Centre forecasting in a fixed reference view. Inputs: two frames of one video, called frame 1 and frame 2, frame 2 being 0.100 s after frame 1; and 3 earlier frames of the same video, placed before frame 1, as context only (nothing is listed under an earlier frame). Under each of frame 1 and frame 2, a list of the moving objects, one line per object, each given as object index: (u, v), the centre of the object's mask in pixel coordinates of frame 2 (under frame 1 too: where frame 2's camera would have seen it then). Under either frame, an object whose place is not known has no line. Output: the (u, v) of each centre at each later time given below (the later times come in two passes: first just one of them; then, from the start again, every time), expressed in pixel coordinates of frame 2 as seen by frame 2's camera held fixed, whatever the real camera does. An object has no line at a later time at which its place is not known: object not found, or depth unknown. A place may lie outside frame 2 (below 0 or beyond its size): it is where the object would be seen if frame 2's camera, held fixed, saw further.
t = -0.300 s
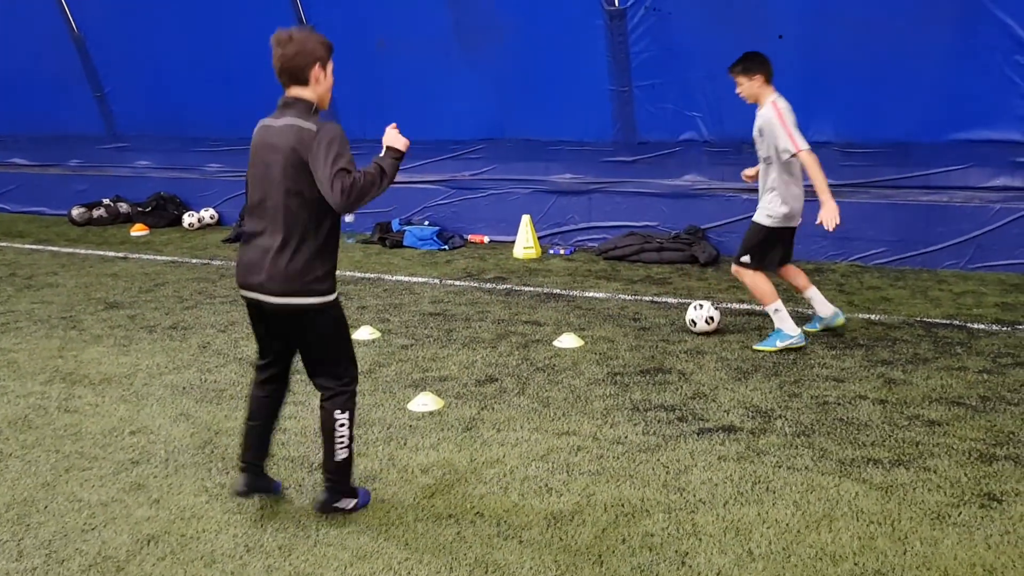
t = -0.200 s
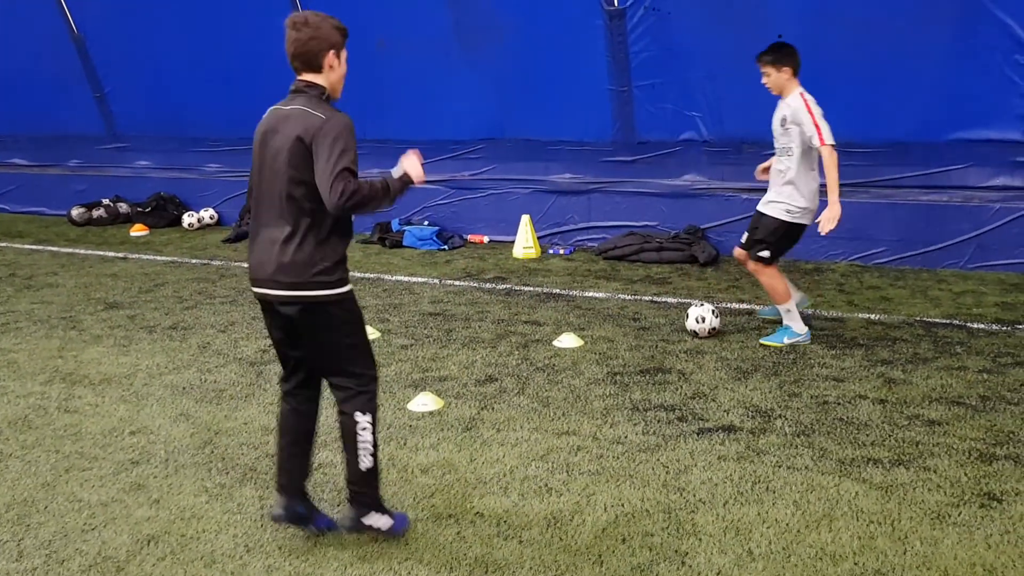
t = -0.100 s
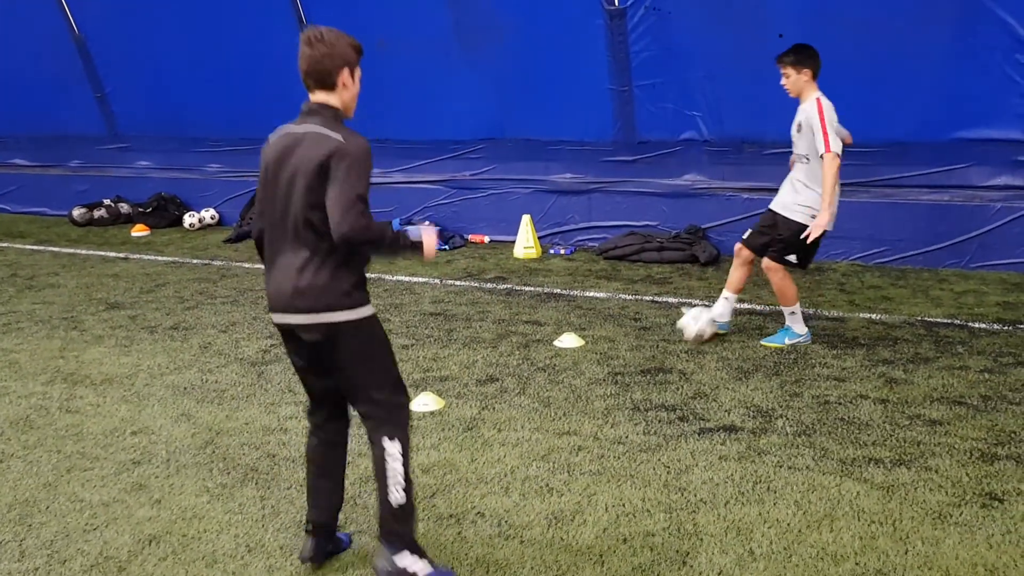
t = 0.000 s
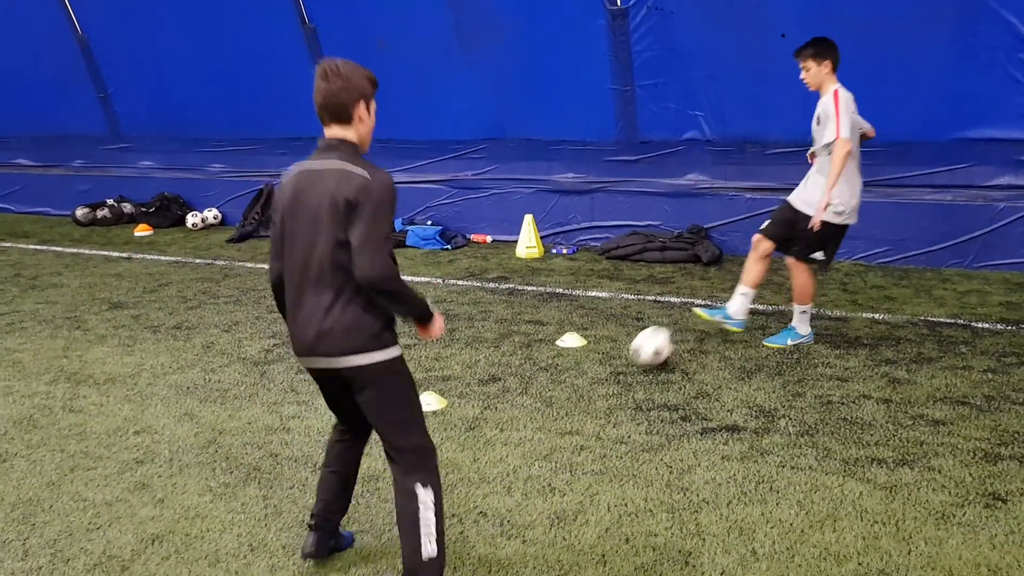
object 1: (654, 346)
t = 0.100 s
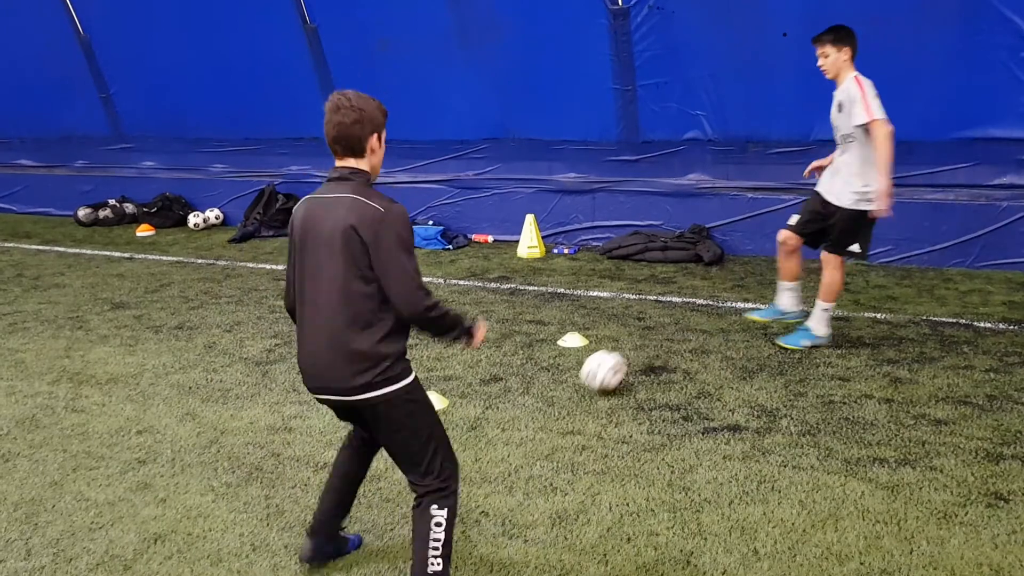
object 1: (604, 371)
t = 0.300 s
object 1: (497, 428)
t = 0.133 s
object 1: (586, 382)
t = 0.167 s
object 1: (569, 389)
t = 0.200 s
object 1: (551, 399)
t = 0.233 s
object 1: (532, 410)
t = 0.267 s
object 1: (514, 418)
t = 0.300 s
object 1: (497, 428)
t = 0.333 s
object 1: (477, 440)
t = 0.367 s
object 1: (458, 451)
